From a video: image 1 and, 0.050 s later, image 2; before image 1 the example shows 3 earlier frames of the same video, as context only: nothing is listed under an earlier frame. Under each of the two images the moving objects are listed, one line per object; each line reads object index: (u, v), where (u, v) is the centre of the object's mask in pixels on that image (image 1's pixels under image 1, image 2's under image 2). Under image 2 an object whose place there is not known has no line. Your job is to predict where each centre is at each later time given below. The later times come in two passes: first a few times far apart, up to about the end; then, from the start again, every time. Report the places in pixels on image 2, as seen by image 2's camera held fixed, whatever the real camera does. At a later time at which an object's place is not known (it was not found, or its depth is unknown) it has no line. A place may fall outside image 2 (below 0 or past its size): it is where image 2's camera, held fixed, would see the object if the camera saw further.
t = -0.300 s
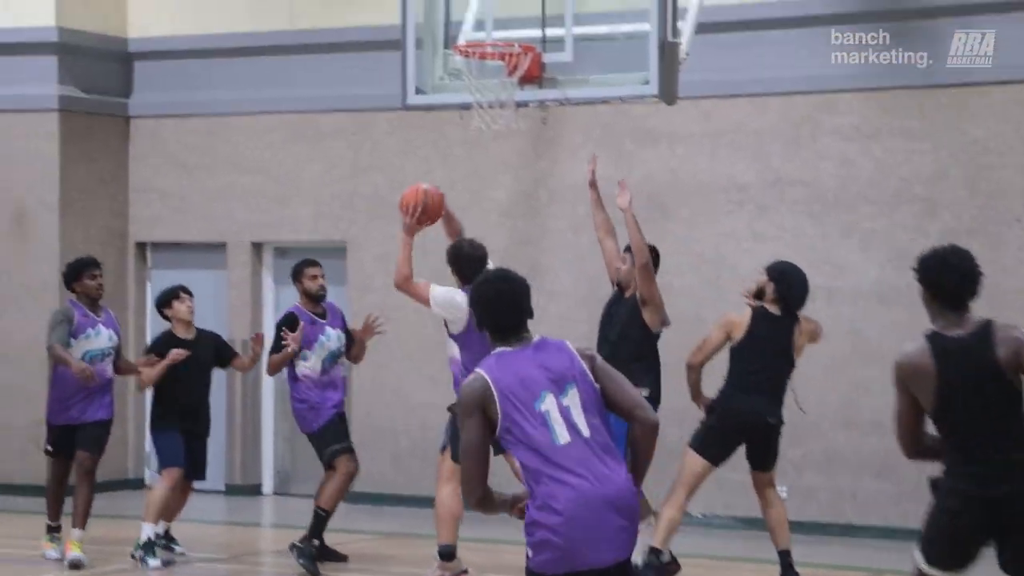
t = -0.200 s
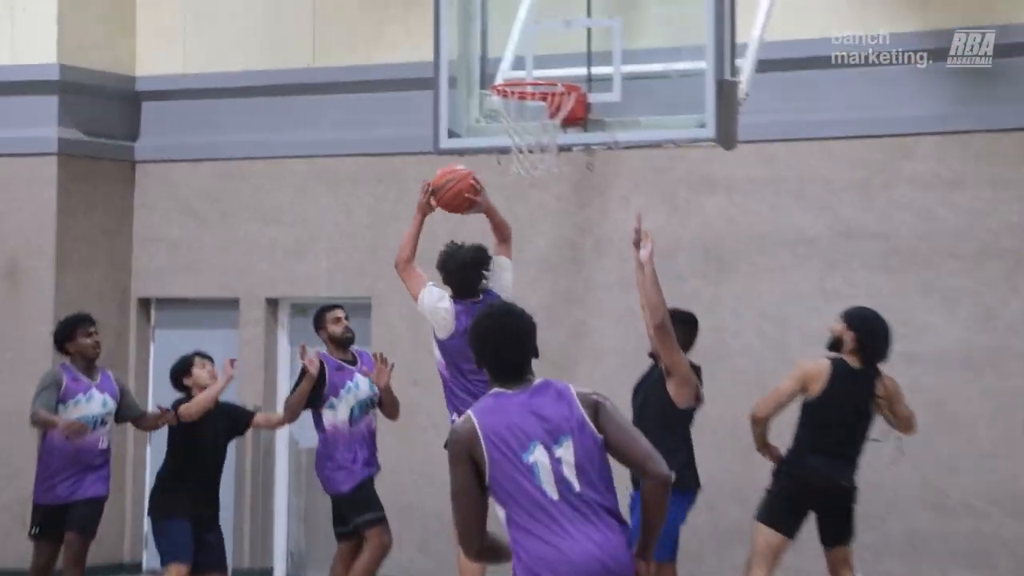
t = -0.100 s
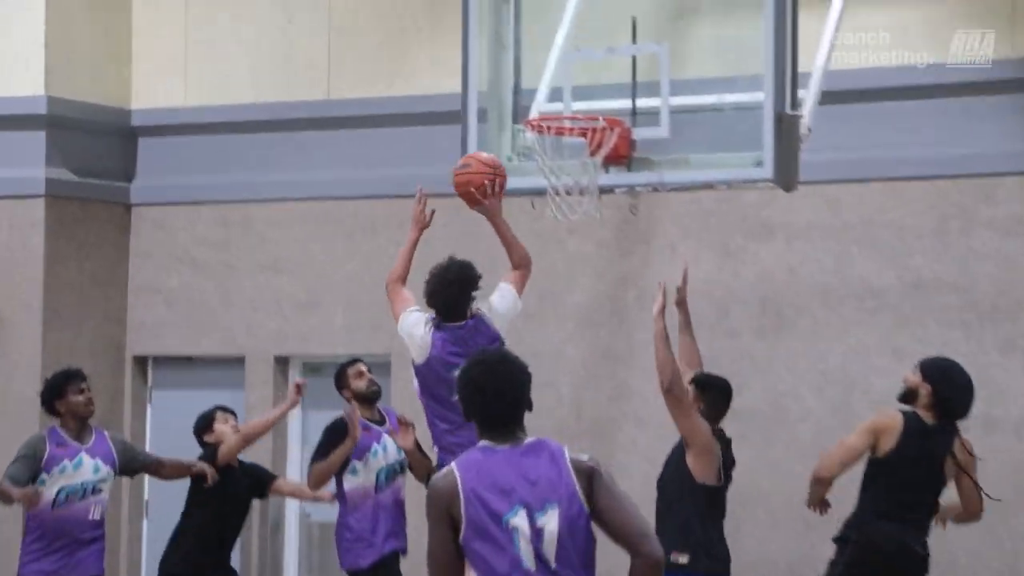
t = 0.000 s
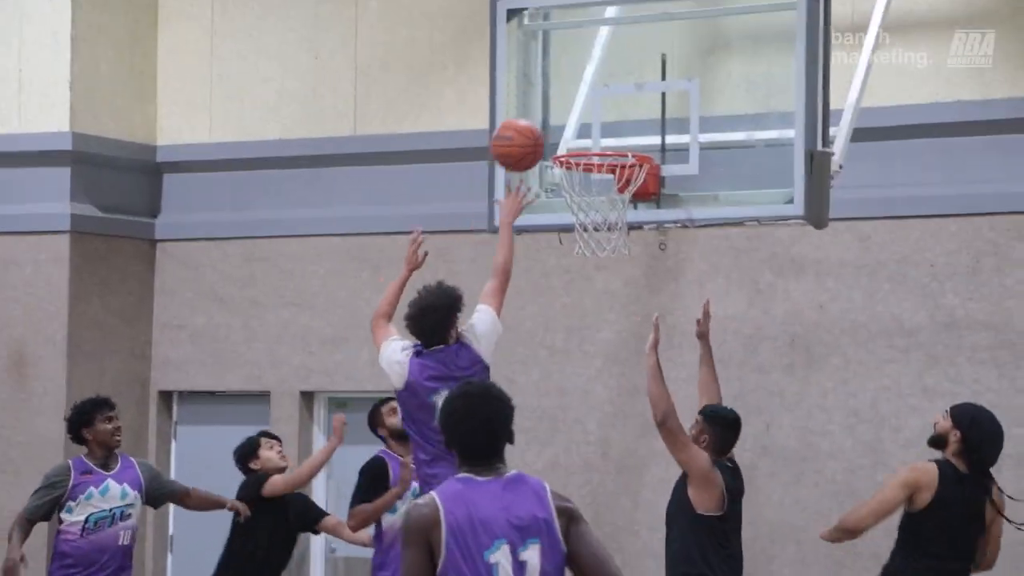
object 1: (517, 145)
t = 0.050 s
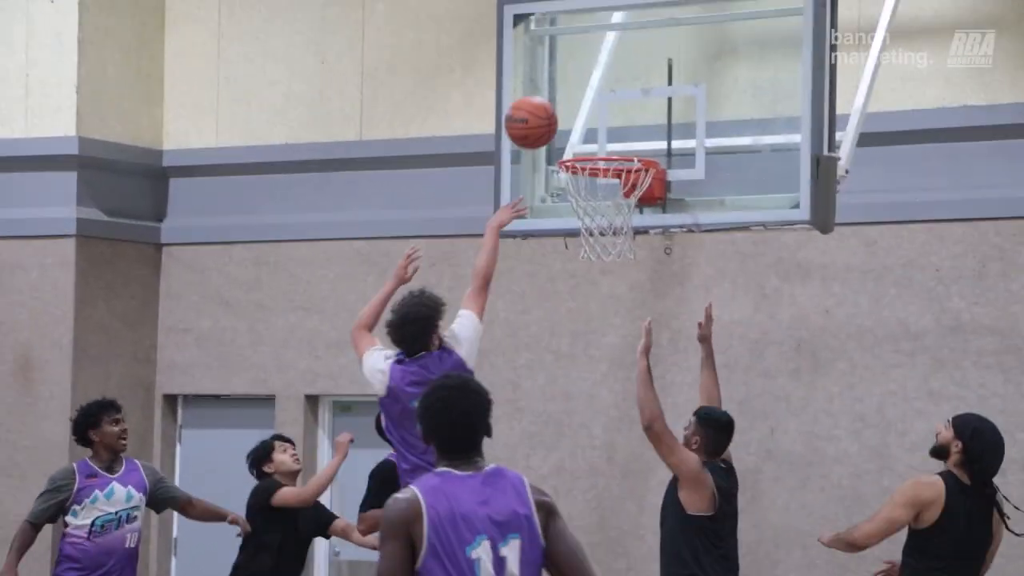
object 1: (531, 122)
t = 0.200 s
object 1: (552, 73)
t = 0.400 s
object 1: (579, 84)
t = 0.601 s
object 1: (602, 148)
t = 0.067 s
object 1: (533, 114)
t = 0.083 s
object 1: (535, 107)
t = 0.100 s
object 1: (538, 100)
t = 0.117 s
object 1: (540, 94)
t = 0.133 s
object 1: (543, 89)
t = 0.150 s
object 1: (545, 84)
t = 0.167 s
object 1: (548, 80)
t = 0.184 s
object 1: (550, 77)
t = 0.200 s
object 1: (552, 73)
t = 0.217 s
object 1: (555, 71)
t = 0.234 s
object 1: (557, 69)
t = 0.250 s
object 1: (559, 68)
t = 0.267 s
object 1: (562, 68)
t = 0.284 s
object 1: (564, 68)
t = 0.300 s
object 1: (566, 68)
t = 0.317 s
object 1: (568, 69)
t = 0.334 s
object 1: (570, 71)
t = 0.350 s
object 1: (572, 73)
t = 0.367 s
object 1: (575, 76)
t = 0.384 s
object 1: (576, 80)
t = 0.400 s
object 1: (579, 84)
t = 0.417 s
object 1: (581, 89)
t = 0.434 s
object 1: (583, 94)
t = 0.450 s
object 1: (585, 99)
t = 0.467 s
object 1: (587, 106)
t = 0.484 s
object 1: (589, 113)
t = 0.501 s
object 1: (591, 120)
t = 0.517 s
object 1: (593, 128)
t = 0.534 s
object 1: (595, 135)
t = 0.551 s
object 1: (597, 139)
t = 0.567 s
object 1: (599, 142)
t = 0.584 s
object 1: (601, 145)
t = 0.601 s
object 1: (602, 148)
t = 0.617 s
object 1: (606, 172)
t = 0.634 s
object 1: (606, 181)
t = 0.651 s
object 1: (607, 187)
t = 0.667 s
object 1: (610, 195)
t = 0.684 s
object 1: (611, 206)
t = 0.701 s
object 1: (612, 213)
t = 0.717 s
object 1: (612, 219)
